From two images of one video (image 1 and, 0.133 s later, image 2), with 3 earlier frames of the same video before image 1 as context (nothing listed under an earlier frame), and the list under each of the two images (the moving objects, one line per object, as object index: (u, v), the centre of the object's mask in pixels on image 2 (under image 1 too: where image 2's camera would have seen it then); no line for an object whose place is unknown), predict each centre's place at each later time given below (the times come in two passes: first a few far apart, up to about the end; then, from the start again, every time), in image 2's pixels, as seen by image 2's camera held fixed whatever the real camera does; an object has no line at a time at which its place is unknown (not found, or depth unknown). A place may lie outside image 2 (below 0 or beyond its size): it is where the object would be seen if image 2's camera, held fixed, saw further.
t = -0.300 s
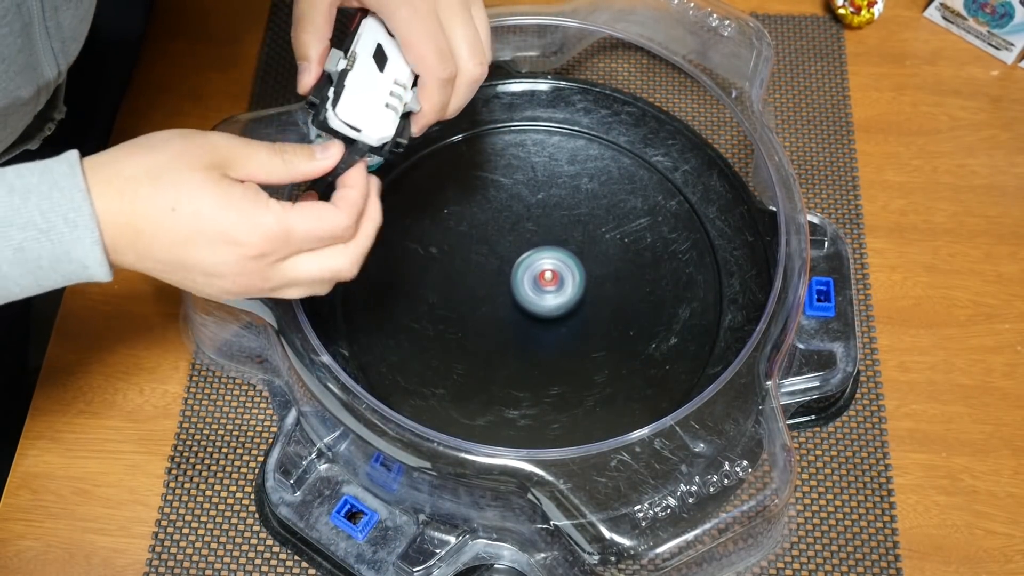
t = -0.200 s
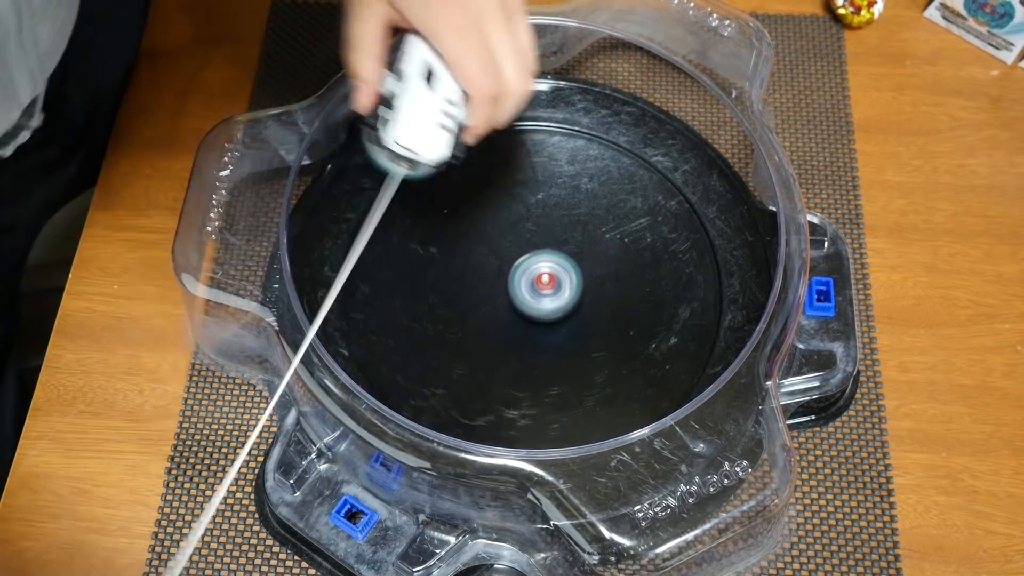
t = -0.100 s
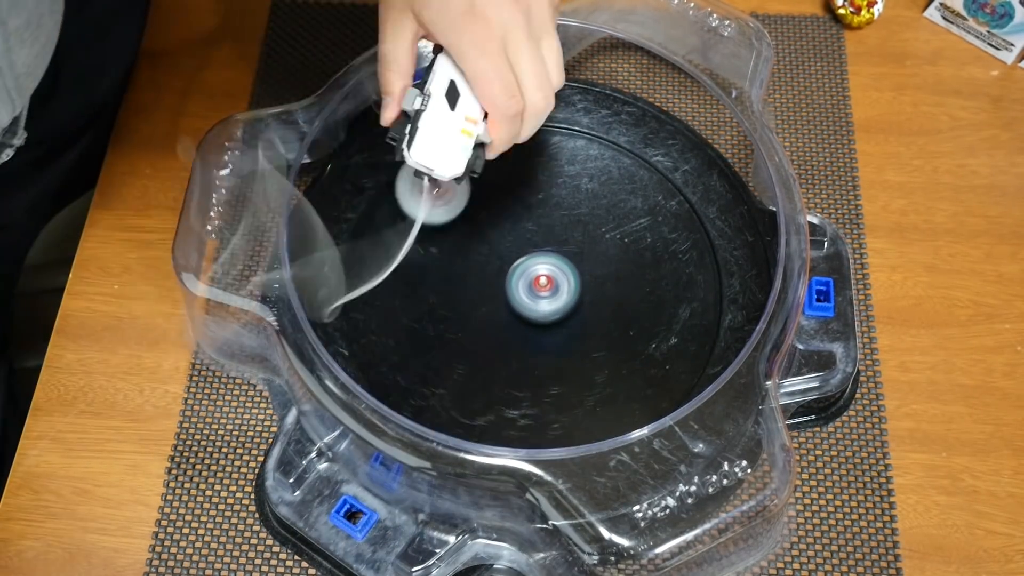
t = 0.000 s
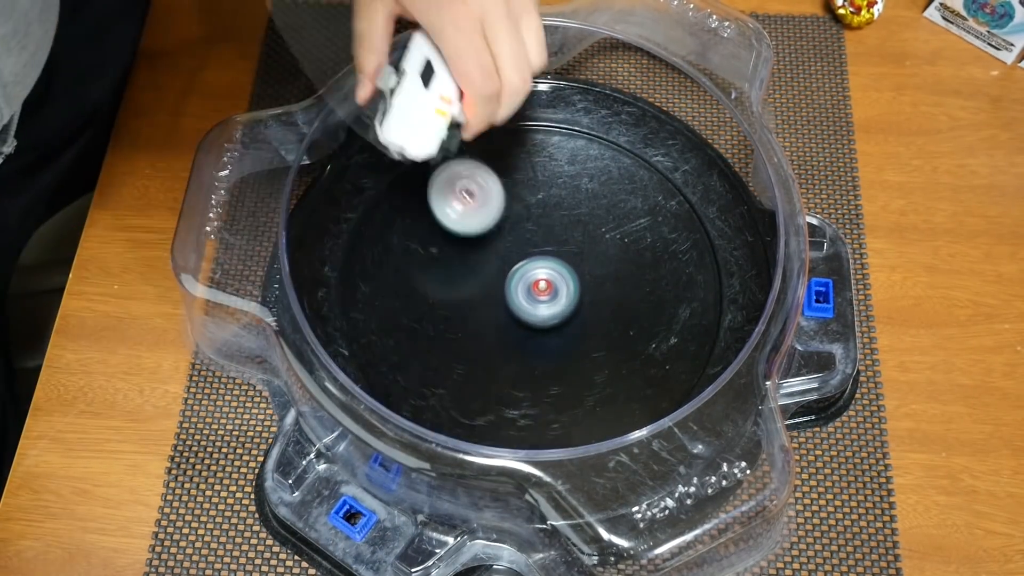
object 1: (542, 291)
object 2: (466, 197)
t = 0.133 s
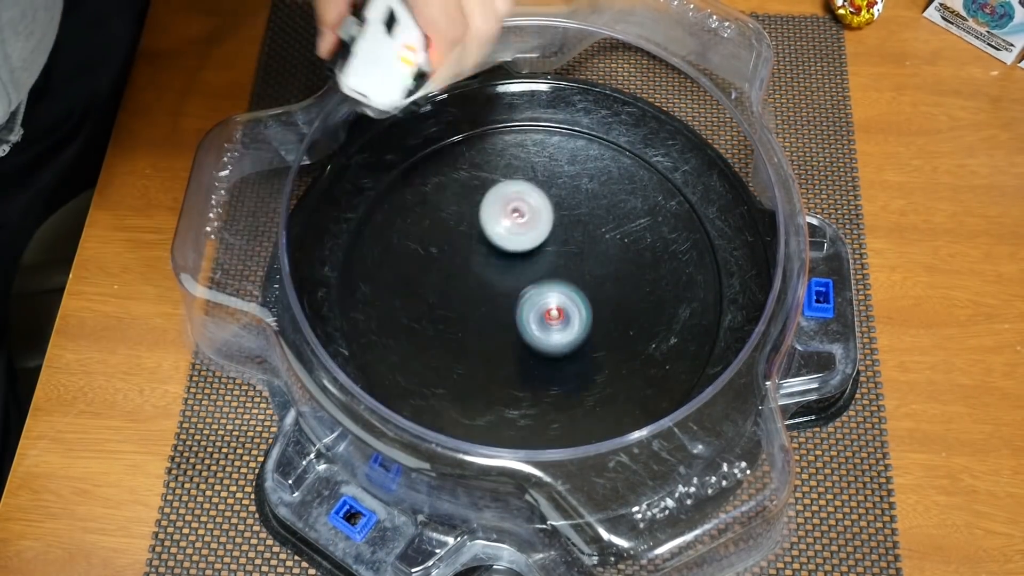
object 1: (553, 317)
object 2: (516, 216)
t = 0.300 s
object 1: (573, 341)
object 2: (554, 190)
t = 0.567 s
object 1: (577, 303)
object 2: (574, 202)
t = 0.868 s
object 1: (524, 321)
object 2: (579, 214)
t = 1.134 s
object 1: (528, 329)
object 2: (584, 235)
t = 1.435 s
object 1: (503, 320)
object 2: (604, 268)
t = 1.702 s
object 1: (495, 321)
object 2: (631, 262)
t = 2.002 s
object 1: (499, 293)
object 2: (609, 264)
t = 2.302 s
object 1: (498, 275)
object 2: (607, 301)
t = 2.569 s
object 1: (517, 267)
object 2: (597, 285)
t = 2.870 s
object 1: (497, 240)
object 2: (594, 318)
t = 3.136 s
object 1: (514, 253)
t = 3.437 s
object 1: (516, 257)
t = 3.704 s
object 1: (499, 221)
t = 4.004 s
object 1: (511, 250)
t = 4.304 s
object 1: (494, 252)
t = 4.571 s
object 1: (462, 280)
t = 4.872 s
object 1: (487, 318)
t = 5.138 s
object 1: (677, 394)
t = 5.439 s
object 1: (719, 347)
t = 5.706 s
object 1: (640, 295)
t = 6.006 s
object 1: (521, 268)
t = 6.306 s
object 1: (372, 329)
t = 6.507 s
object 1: (407, 340)
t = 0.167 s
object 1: (559, 329)
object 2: (525, 210)
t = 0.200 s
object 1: (563, 337)
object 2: (533, 202)
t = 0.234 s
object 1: (567, 340)
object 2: (540, 197)
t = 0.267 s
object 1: (570, 342)
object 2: (548, 193)
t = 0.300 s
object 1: (573, 341)
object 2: (554, 190)
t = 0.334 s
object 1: (576, 337)
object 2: (560, 187)
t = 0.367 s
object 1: (579, 333)
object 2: (564, 186)
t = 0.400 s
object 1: (581, 328)
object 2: (568, 187)
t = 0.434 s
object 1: (583, 322)
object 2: (571, 188)
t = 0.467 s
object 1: (583, 317)
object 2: (573, 190)
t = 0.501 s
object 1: (582, 312)
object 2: (574, 193)
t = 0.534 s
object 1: (580, 307)
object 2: (574, 197)
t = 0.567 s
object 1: (577, 303)
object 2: (574, 202)
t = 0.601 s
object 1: (573, 300)
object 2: (573, 207)
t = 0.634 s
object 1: (569, 296)
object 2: (571, 213)
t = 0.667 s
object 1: (564, 293)
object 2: (569, 220)
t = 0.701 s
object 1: (557, 295)
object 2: (570, 222)
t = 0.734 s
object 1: (548, 302)
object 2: (571, 220)
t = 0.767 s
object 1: (540, 308)
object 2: (573, 218)
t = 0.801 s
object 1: (533, 313)
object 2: (575, 216)
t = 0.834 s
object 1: (528, 317)
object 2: (577, 215)
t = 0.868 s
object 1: (524, 321)
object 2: (579, 214)
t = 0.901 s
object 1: (522, 324)
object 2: (580, 215)
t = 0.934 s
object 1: (520, 326)
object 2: (582, 215)
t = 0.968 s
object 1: (520, 328)
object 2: (583, 217)
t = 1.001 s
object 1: (521, 329)
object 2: (583, 220)
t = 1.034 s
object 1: (522, 330)
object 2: (584, 223)
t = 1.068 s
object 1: (524, 330)
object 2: (584, 226)
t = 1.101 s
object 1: (526, 330)
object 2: (584, 230)
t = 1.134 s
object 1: (528, 329)
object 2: (584, 235)
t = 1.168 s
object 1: (530, 328)
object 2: (584, 240)
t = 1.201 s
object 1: (531, 327)
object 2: (584, 246)
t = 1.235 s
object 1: (532, 324)
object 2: (584, 251)
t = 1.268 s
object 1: (532, 322)
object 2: (583, 257)
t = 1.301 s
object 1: (531, 320)
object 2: (583, 263)
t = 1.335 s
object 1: (526, 317)
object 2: (584, 267)
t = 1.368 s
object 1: (517, 319)
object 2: (591, 267)
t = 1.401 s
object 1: (509, 319)
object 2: (598, 268)
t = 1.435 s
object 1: (503, 320)
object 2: (604, 268)
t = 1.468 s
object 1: (499, 321)
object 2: (610, 268)
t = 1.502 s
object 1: (497, 321)
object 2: (616, 267)
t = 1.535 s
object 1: (496, 322)
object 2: (621, 267)
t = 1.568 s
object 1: (494, 322)
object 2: (625, 266)
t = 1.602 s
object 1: (494, 322)
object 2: (628, 265)
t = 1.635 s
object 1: (495, 322)
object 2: (630, 264)
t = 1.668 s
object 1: (495, 322)
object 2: (631, 263)
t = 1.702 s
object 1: (495, 321)
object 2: (631, 262)
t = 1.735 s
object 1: (495, 320)
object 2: (630, 261)
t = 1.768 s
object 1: (495, 319)
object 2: (629, 260)
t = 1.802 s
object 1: (496, 317)
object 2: (628, 259)
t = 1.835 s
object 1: (498, 315)
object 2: (625, 259)
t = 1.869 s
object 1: (500, 313)
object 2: (622, 259)
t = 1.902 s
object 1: (501, 309)
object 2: (619, 259)
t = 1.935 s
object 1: (501, 303)
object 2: (615, 259)
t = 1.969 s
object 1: (501, 298)
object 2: (612, 261)
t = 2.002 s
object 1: (499, 293)
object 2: (609, 264)
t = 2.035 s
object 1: (496, 288)
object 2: (607, 267)
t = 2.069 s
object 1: (493, 284)
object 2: (605, 271)
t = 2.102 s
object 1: (491, 281)
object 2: (604, 276)
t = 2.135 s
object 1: (491, 278)
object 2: (604, 281)
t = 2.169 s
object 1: (491, 277)
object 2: (603, 285)
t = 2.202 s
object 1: (492, 276)
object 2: (603, 290)
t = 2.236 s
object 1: (494, 275)
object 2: (604, 295)
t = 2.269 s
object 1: (496, 275)
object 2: (605, 298)
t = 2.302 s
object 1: (498, 275)
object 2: (607, 301)
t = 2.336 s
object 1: (500, 276)
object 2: (609, 303)
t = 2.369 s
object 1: (502, 276)
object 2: (612, 304)
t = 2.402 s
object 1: (503, 277)
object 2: (615, 303)
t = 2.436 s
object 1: (504, 278)
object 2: (616, 300)
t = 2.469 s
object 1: (505, 278)
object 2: (616, 297)
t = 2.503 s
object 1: (508, 276)
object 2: (613, 293)
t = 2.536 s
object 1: (512, 272)
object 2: (607, 288)
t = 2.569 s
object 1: (517, 267)
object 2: (597, 285)
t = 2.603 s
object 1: (513, 257)
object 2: (594, 286)
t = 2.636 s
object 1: (505, 247)
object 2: (595, 292)
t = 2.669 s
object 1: (500, 240)
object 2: (595, 297)
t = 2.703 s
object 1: (497, 236)
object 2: (595, 302)
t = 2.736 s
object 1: (495, 234)
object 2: (594, 307)
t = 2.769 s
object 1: (495, 234)
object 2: (594, 311)
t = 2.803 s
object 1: (495, 235)
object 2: (594, 314)
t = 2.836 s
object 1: (496, 238)
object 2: (594, 316)
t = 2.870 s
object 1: (497, 240)
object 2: (594, 318)
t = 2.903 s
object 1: (498, 243)
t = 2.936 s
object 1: (500, 245)
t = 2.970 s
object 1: (502, 248)
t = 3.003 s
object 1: (505, 251)
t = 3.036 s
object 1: (508, 253)
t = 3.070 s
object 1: (511, 255)
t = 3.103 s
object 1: (514, 256)
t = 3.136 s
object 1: (514, 253)
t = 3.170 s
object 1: (515, 252)
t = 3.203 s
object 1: (515, 250)
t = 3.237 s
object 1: (515, 250)
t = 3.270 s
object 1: (515, 251)
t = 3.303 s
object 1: (516, 252)
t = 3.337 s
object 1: (516, 253)
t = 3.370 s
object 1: (516, 254)
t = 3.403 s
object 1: (516, 255)
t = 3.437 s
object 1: (516, 257)
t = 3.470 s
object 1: (516, 258)
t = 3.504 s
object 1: (517, 258)
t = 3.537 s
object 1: (515, 255)
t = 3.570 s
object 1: (509, 247)
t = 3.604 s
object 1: (506, 241)
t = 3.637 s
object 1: (504, 236)
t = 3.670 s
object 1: (501, 226)
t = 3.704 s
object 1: (499, 221)
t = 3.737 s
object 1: (499, 219)
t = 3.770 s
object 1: (500, 220)
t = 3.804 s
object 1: (501, 222)
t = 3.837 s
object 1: (503, 226)
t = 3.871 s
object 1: (505, 231)
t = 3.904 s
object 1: (506, 236)
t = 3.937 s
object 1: (508, 240)
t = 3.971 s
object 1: (510, 245)
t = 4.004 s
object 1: (511, 250)
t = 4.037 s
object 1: (513, 254)
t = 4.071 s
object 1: (515, 259)
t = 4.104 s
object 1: (517, 262)
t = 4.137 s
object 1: (519, 266)
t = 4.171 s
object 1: (521, 269)
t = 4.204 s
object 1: (522, 272)
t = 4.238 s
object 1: (513, 266)
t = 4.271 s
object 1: (503, 258)
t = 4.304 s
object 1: (494, 252)
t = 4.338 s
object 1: (489, 248)
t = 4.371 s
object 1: (486, 245)
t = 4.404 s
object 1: (485, 244)
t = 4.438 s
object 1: (486, 246)
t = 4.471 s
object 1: (490, 248)
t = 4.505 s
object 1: (490, 251)
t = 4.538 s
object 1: (474, 266)
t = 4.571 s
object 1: (462, 280)
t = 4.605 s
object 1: (454, 293)
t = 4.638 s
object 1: (450, 303)
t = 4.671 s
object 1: (451, 311)
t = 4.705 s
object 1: (454, 317)
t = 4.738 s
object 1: (460, 320)
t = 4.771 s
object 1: (466, 321)
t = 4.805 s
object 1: (473, 321)
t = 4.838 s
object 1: (480, 320)
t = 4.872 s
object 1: (487, 318)
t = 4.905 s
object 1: (493, 317)
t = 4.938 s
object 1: (500, 314)
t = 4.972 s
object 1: (511, 318)
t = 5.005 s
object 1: (551, 346)
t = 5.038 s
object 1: (589, 370)
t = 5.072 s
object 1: (625, 387)
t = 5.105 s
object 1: (654, 395)
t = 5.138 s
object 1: (677, 394)
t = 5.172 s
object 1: (693, 393)
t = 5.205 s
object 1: (704, 388)
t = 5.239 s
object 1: (712, 384)
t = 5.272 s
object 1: (718, 378)
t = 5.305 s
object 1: (722, 372)
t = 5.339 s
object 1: (724, 365)
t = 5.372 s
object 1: (724, 359)
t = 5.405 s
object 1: (724, 353)
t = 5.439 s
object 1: (719, 347)
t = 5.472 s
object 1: (717, 341)
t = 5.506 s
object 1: (711, 336)
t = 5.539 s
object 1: (708, 332)
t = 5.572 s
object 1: (697, 326)
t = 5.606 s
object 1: (686, 319)
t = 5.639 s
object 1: (671, 310)
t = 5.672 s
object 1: (656, 302)
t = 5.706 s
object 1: (640, 295)
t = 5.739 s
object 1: (625, 288)
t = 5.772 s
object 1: (607, 281)
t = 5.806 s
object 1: (592, 277)
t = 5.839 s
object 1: (576, 273)
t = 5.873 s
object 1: (563, 270)
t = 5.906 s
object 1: (550, 268)
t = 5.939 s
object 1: (540, 268)
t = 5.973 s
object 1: (529, 268)
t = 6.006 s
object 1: (521, 268)
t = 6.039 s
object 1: (511, 269)
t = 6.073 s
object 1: (504, 269)
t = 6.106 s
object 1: (496, 270)
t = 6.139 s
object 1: (489, 270)
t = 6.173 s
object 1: (479, 272)
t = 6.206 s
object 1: (446, 291)
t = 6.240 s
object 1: (415, 306)
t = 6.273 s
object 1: (390, 319)
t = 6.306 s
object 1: (372, 329)
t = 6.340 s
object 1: (361, 336)
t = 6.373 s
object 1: (364, 340)
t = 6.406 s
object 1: (370, 343)
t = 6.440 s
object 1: (381, 344)
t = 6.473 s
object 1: (392, 343)
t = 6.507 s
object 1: (407, 340)
